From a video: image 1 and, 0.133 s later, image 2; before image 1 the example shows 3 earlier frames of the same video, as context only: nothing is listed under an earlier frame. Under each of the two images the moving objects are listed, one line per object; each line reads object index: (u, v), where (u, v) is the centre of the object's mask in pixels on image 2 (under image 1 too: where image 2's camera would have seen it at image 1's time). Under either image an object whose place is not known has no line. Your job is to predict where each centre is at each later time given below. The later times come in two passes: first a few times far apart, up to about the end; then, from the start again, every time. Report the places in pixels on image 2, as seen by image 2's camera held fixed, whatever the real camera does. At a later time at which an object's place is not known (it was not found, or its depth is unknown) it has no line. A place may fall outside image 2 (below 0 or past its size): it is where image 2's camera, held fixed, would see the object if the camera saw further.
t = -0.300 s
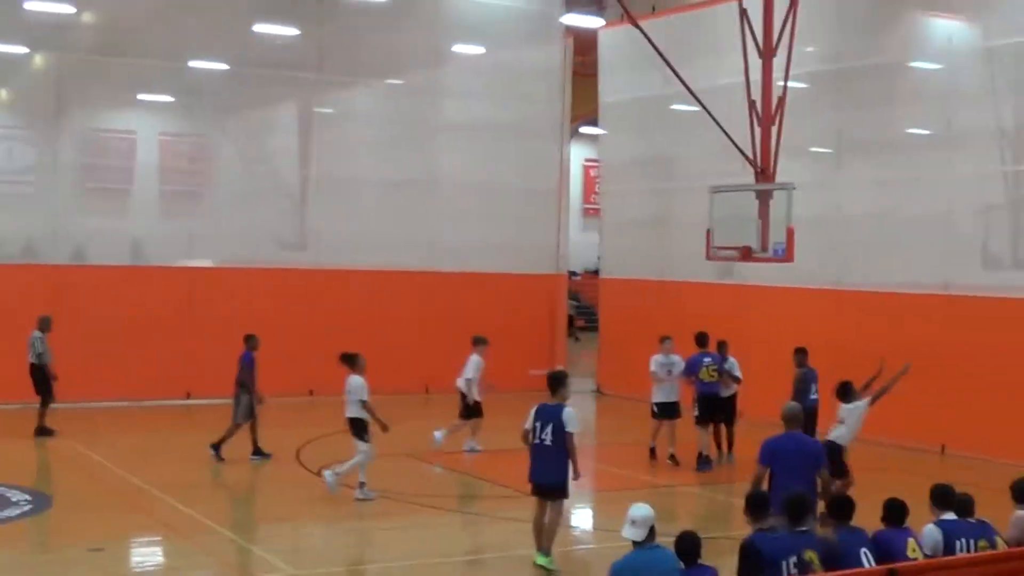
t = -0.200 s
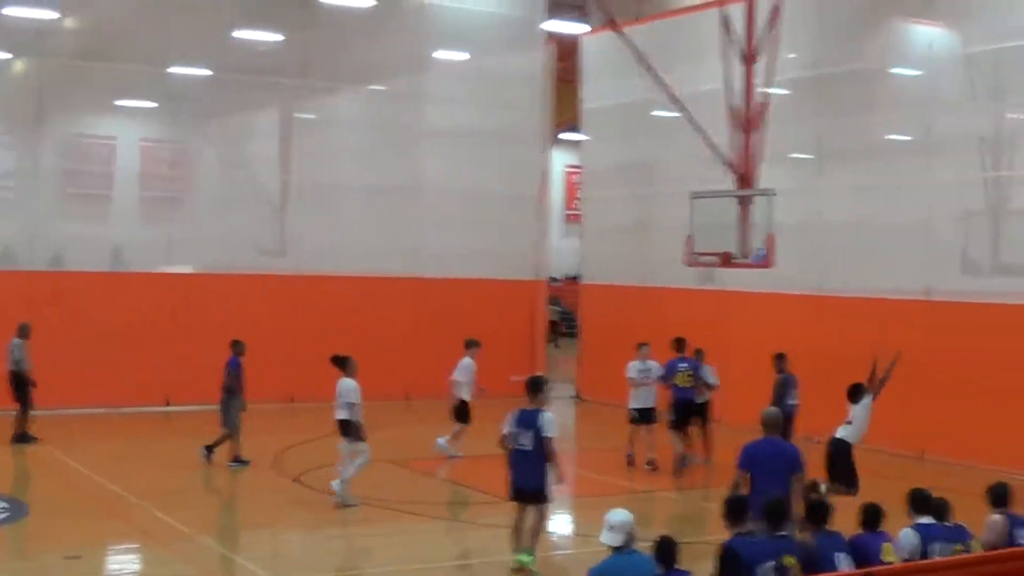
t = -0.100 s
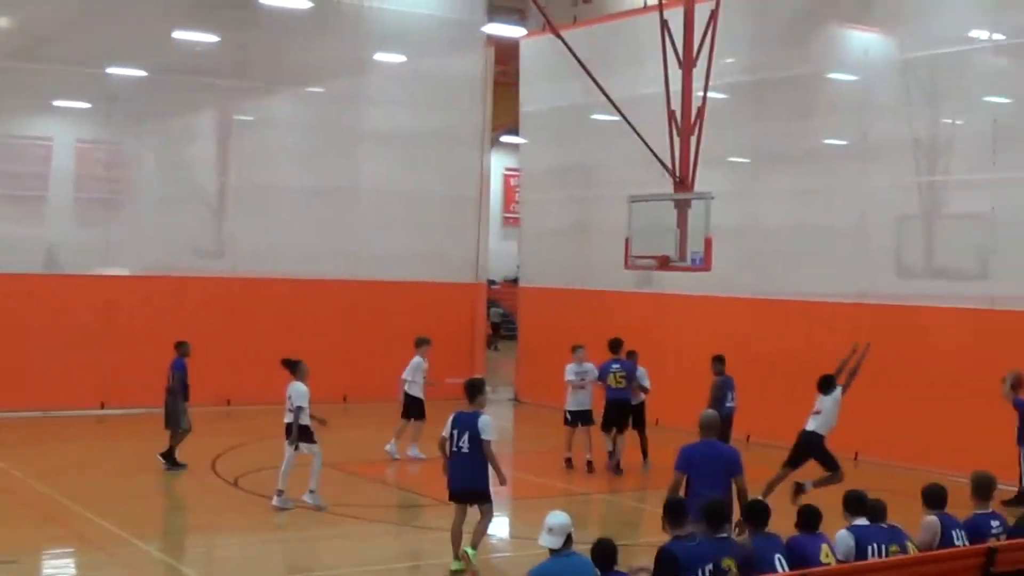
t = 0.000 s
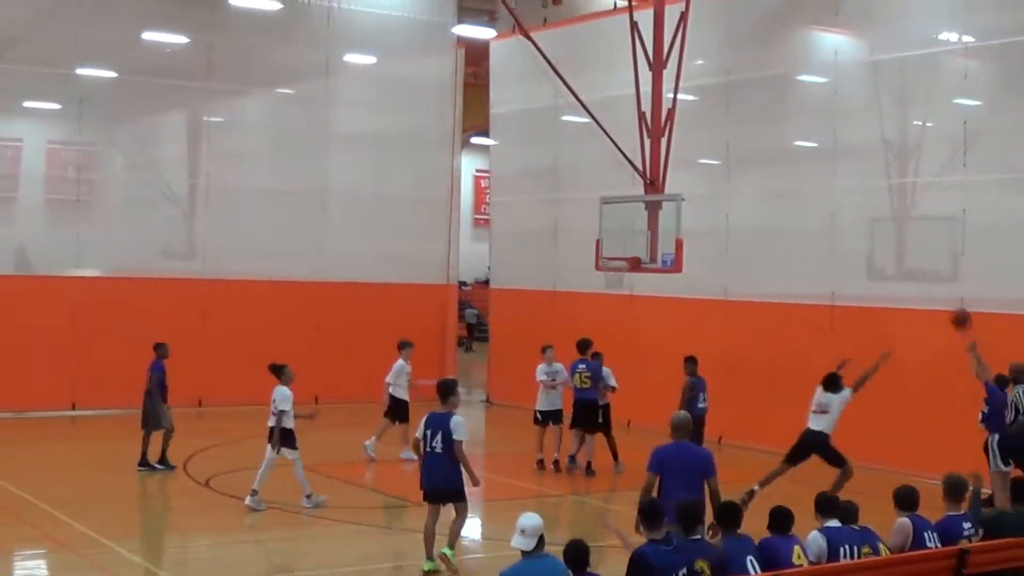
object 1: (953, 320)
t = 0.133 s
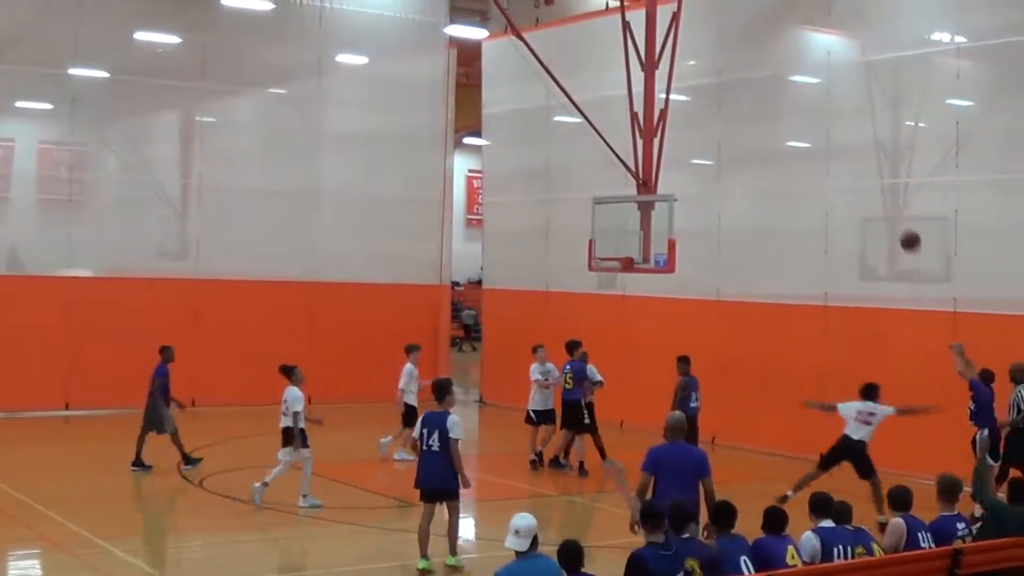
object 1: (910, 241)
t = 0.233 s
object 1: (879, 195)
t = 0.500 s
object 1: (804, 121)
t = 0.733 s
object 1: (744, 107)
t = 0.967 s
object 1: (690, 133)
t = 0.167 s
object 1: (899, 225)
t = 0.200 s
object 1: (889, 209)
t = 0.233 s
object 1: (879, 195)
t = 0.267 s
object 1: (869, 183)
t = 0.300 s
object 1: (859, 171)
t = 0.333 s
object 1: (850, 160)
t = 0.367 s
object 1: (840, 150)
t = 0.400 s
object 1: (831, 142)
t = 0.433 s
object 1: (822, 134)
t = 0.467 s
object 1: (813, 127)
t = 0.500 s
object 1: (804, 121)
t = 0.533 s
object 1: (795, 117)
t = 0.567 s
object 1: (786, 113)
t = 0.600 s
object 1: (777, 110)
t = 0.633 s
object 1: (769, 108)
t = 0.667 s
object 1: (760, 107)
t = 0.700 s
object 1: (752, 107)
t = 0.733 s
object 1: (744, 107)
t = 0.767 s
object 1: (736, 109)
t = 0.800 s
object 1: (728, 111)
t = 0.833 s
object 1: (721, 113)
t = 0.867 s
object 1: (713, 117)
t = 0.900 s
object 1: (705, 122)
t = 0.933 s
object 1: (697, 127)
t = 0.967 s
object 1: (690, 133)
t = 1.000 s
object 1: (683, 140)
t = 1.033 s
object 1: (675, 147)
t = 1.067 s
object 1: (667, 155)
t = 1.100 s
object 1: (661, 164)
